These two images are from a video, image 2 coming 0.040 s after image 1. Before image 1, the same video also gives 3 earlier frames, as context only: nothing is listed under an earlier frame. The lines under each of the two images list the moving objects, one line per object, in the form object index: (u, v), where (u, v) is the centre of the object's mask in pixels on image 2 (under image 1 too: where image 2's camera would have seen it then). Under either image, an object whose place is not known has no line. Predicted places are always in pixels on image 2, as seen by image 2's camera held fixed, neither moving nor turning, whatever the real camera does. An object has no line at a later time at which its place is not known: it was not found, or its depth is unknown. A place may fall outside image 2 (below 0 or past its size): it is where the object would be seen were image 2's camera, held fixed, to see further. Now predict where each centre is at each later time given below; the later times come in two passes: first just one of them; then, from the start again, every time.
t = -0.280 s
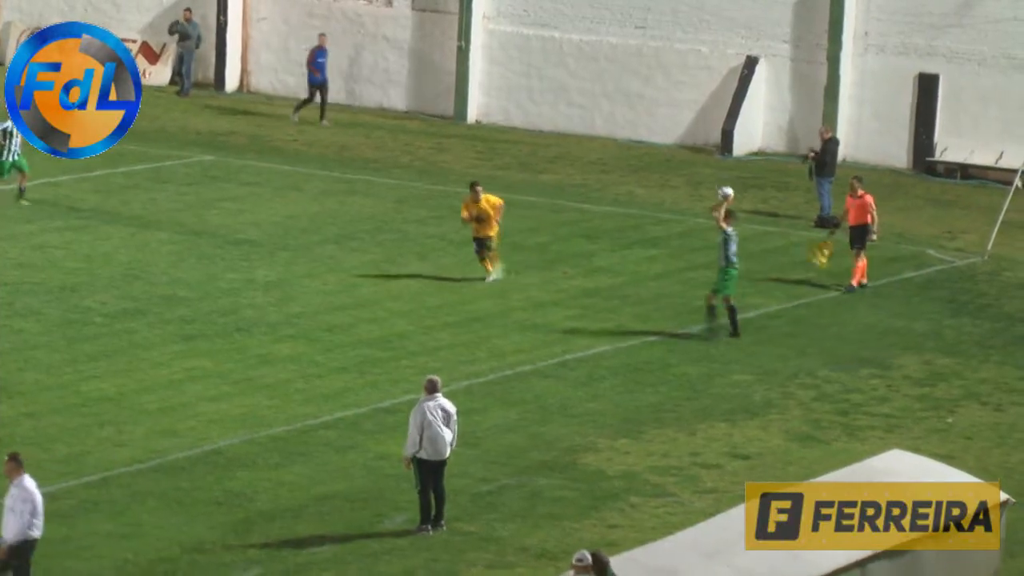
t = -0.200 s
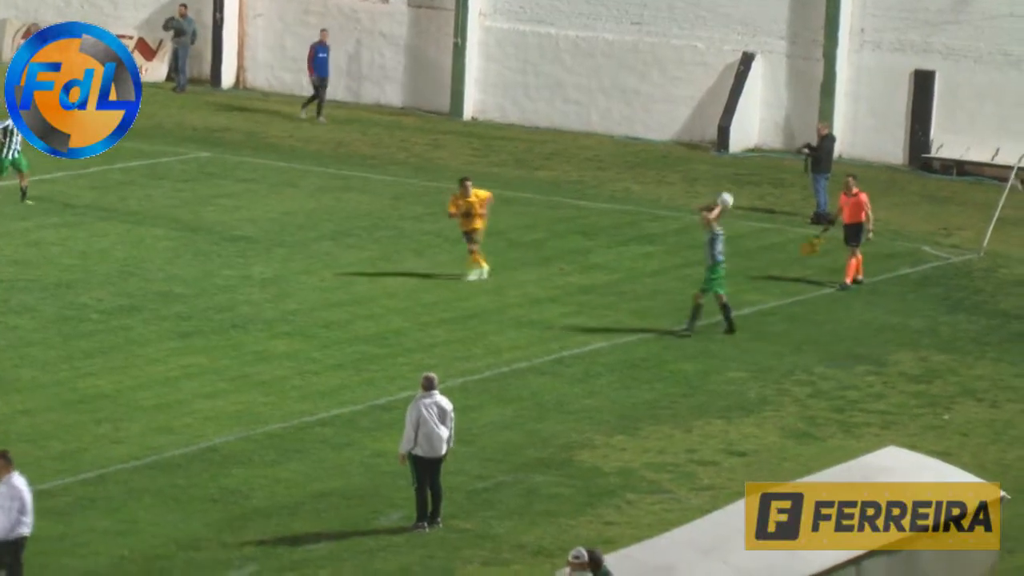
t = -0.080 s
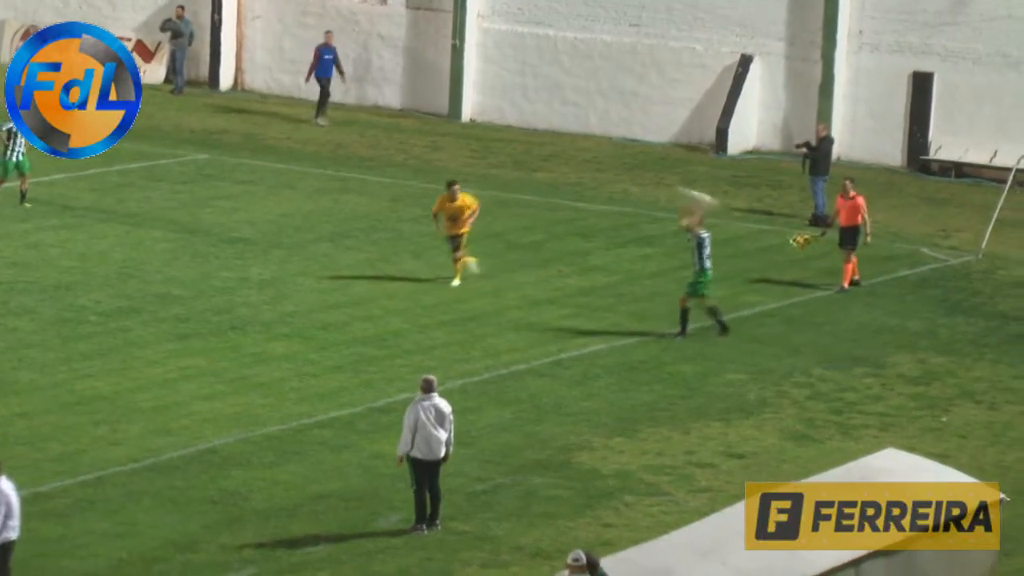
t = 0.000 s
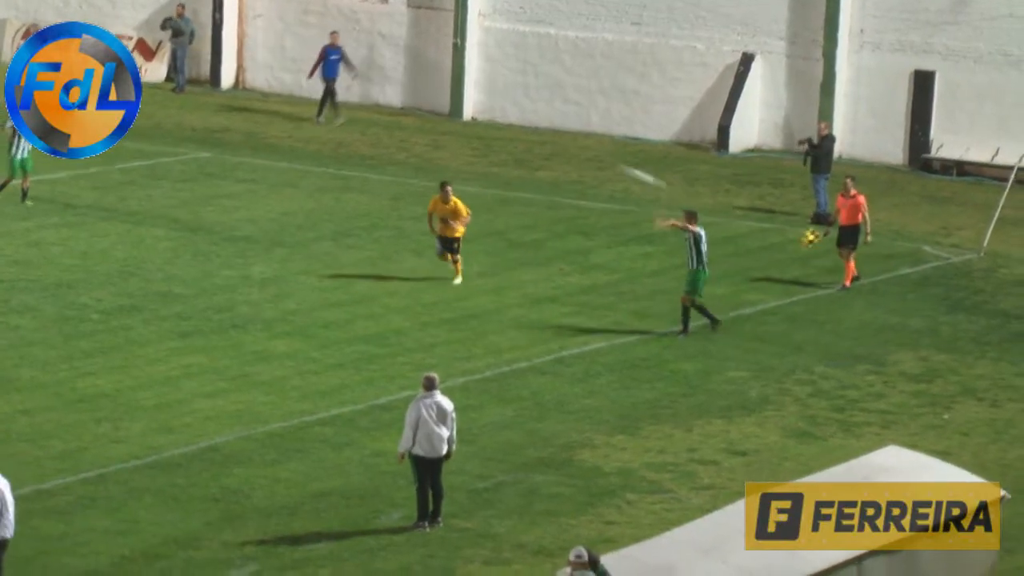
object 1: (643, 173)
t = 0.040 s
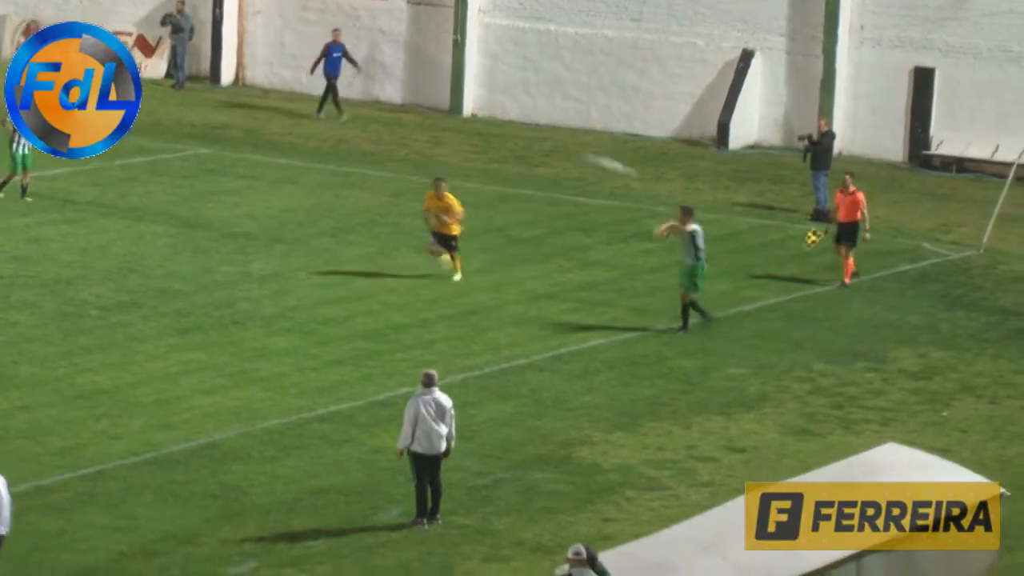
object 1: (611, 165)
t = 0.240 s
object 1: (456, 140)
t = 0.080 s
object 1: (579, 157)
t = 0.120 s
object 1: (547, 152)
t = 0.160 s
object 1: (519, 147)
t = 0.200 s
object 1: (488, 143)
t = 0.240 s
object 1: (456, 140)
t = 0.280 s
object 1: (424, 138)
